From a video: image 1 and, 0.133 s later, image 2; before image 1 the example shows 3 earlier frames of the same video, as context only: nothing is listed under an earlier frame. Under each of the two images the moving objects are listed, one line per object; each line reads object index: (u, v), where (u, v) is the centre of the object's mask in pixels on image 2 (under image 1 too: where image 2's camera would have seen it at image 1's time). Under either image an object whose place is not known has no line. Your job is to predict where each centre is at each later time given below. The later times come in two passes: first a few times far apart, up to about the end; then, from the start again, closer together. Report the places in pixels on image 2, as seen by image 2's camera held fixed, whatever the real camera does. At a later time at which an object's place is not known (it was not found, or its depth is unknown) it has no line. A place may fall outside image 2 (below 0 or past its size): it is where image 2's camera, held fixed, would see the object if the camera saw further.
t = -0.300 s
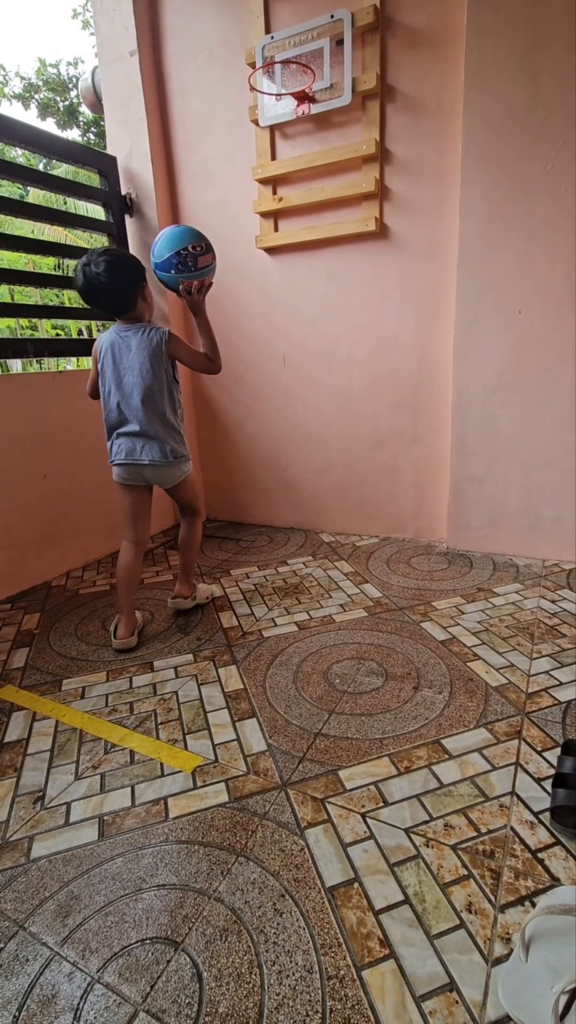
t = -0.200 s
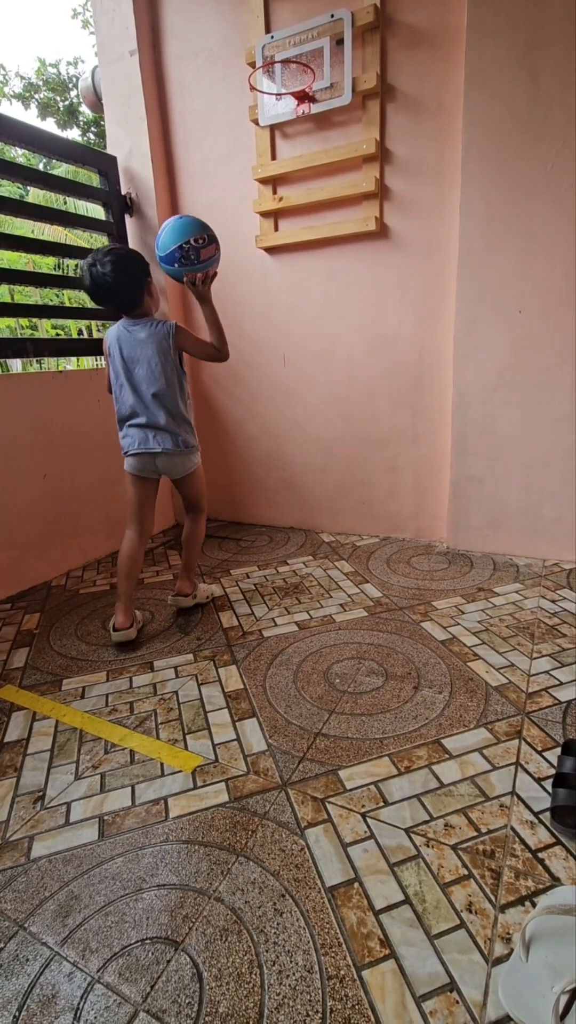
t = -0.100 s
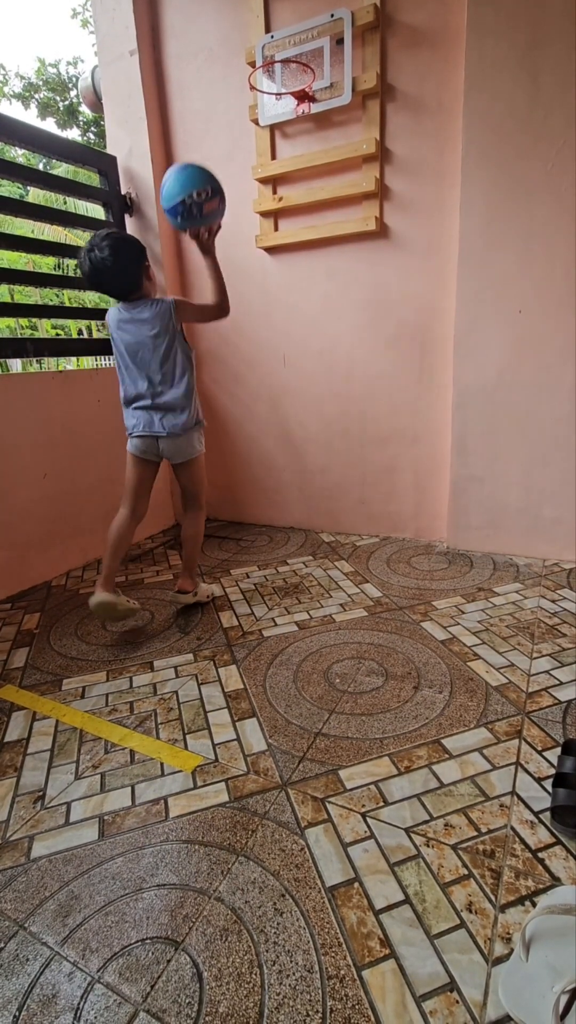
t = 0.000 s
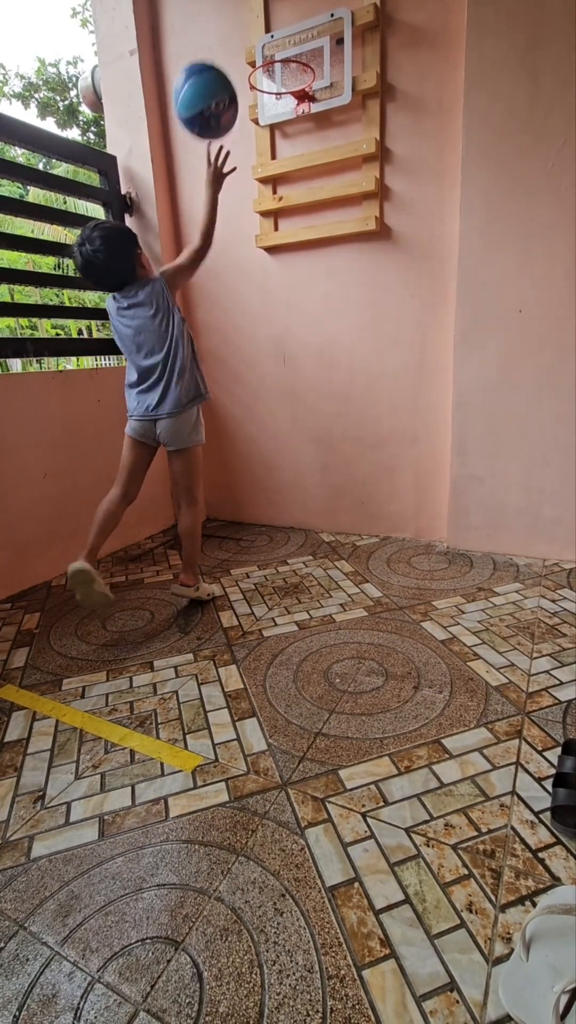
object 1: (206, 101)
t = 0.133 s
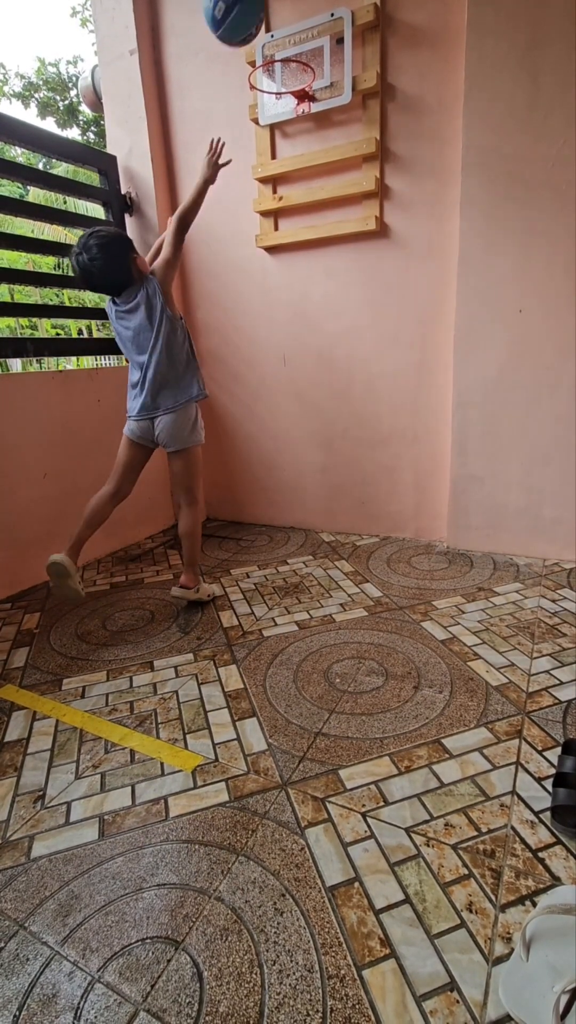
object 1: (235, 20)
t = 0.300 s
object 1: (272, 14)
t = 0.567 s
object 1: (279, 57)
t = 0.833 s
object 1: (281, 81)
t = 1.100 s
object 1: (285, 233)
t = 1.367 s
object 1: (304, 530)
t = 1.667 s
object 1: (273, 303)
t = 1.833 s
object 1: (259, 255)
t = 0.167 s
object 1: (243, 15)
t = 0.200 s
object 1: (250, 12)
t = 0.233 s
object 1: (257, 11)
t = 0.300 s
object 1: (272, 14)
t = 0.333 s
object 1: (279, 18)
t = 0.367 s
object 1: (287, 25)
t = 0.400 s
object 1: (293, 35)
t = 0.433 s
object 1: (298, 52)
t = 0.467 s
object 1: (293, 49)
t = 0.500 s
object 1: (288, 52)
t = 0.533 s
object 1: (284, 56)
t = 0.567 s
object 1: (279, 57)
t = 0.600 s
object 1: (274, 60)
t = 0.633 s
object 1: (271, 63)
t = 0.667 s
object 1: (271, 66)
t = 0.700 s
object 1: (276, 67)
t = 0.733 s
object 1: (284, 68)
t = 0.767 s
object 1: (289, 74)
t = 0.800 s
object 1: (286, 77)
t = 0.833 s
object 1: (281, 81)
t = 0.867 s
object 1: (276, 90)
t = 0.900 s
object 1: (277, 100)
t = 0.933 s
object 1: (278, 115)
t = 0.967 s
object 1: (279, 132)
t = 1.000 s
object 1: (280, 153)
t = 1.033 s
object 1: (282, 177)
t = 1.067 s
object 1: (283, 204)
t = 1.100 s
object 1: (285, 233)
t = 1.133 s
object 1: (287, 265)
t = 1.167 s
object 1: (289, 299)
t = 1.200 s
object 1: (291, 334)
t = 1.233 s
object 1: (293, 371)
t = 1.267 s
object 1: (296, 409)
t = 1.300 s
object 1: (298, 448)
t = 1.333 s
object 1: (301, 488)
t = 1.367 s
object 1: (304, 530)
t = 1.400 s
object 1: (301, 511)
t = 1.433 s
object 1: (297, 480)
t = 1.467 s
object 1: (294, 449)
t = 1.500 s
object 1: (290, 419)
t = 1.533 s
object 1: (287, 391)
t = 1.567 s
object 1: (283, 366)
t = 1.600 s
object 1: (279, 342)
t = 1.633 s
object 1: (276, 321)
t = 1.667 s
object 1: (273, 303)
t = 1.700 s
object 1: (270, 287)
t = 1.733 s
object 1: (267, 274)
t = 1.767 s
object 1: (264, 265)
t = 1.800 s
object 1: (261, 258)
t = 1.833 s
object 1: (259, 255)
